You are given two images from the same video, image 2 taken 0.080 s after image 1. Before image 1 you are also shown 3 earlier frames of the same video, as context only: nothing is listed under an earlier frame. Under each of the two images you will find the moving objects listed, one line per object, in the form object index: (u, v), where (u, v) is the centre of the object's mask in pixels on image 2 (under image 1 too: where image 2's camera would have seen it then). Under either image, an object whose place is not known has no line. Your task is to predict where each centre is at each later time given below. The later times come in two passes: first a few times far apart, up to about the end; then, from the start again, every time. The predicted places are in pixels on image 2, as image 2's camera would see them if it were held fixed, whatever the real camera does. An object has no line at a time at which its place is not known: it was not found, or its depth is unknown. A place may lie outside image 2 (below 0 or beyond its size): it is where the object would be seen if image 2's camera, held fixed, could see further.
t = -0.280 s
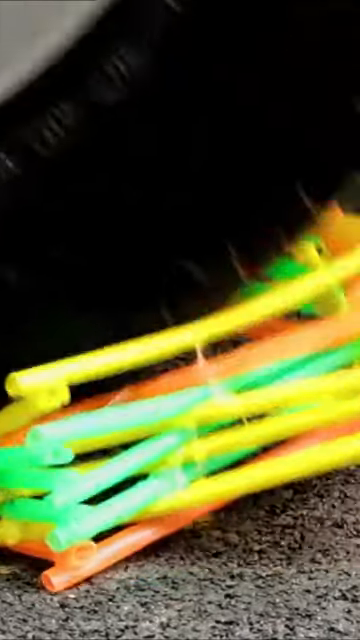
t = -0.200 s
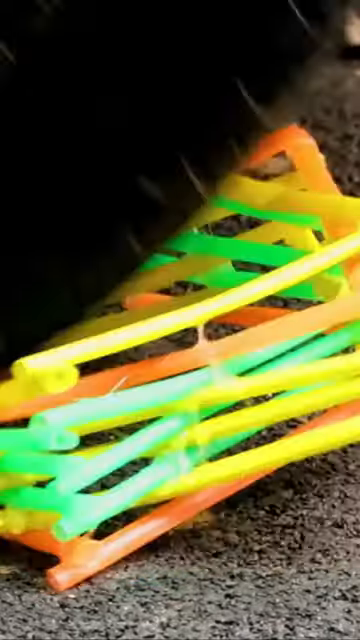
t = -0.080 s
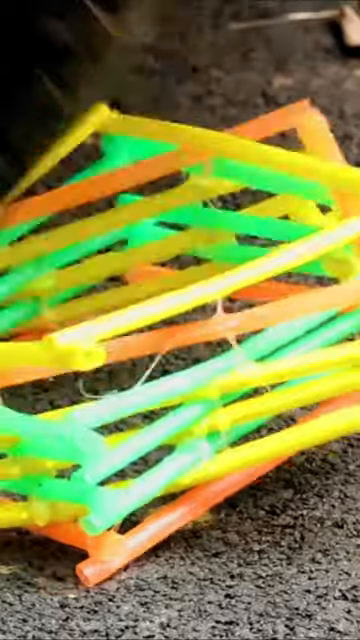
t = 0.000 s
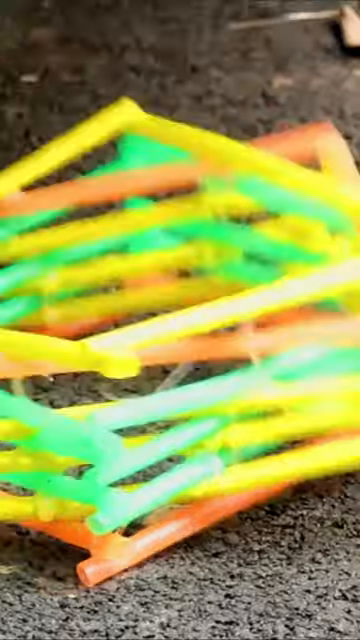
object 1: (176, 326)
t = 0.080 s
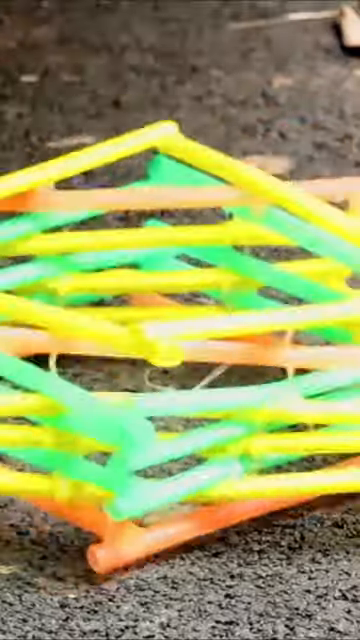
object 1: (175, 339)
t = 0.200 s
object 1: (176, 352)
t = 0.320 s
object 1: (176, 353)
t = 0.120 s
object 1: (176, 353)
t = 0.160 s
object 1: (178, 352)
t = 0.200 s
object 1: (176, 352)
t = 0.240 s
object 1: (176, 350)
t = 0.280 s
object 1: (177, 353)
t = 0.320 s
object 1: (176, 353)
